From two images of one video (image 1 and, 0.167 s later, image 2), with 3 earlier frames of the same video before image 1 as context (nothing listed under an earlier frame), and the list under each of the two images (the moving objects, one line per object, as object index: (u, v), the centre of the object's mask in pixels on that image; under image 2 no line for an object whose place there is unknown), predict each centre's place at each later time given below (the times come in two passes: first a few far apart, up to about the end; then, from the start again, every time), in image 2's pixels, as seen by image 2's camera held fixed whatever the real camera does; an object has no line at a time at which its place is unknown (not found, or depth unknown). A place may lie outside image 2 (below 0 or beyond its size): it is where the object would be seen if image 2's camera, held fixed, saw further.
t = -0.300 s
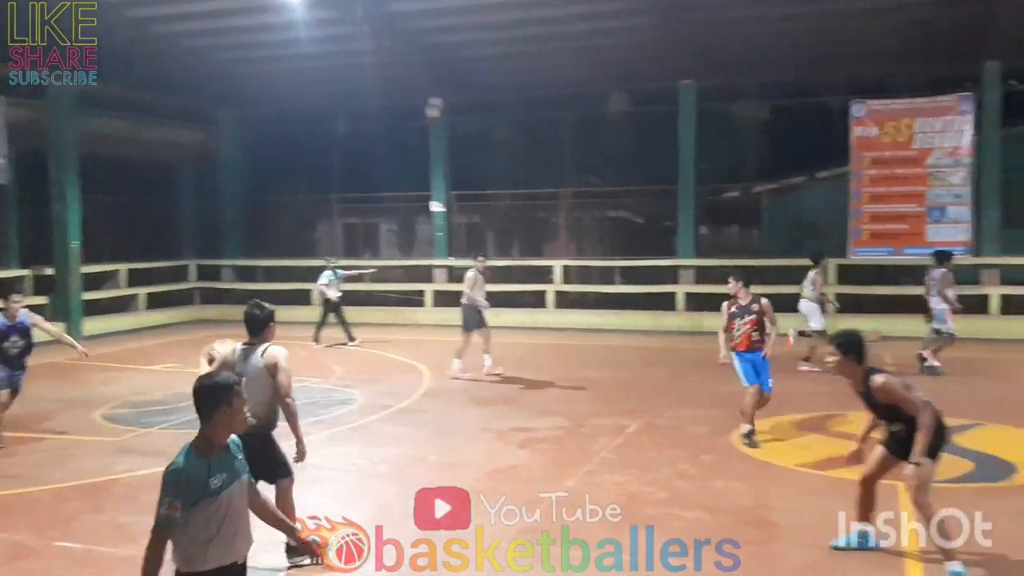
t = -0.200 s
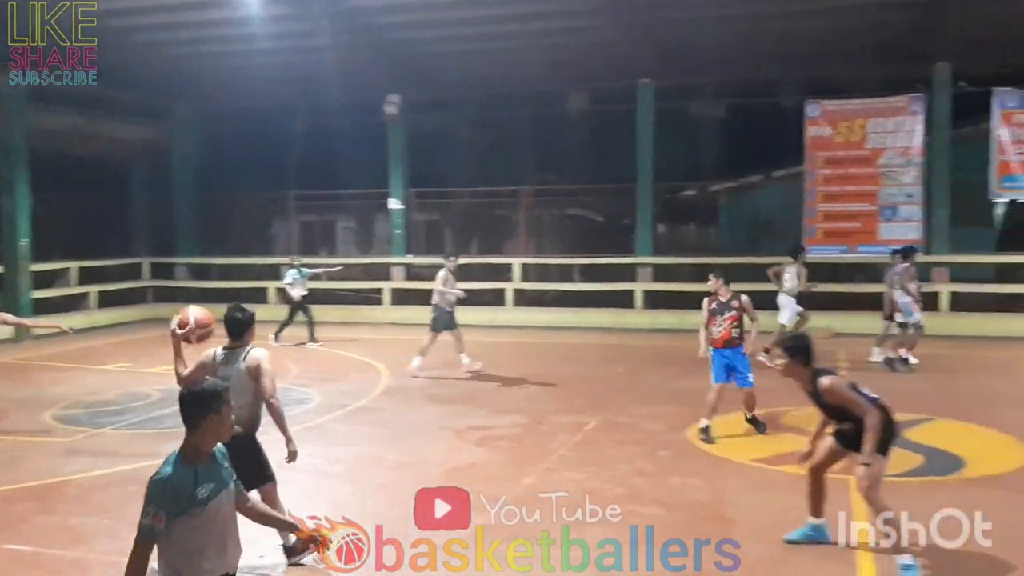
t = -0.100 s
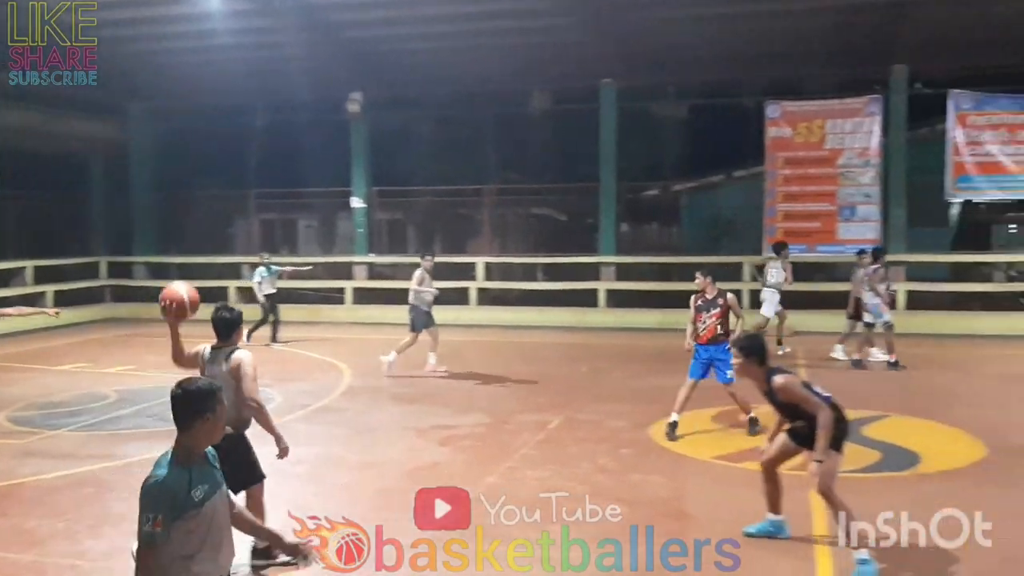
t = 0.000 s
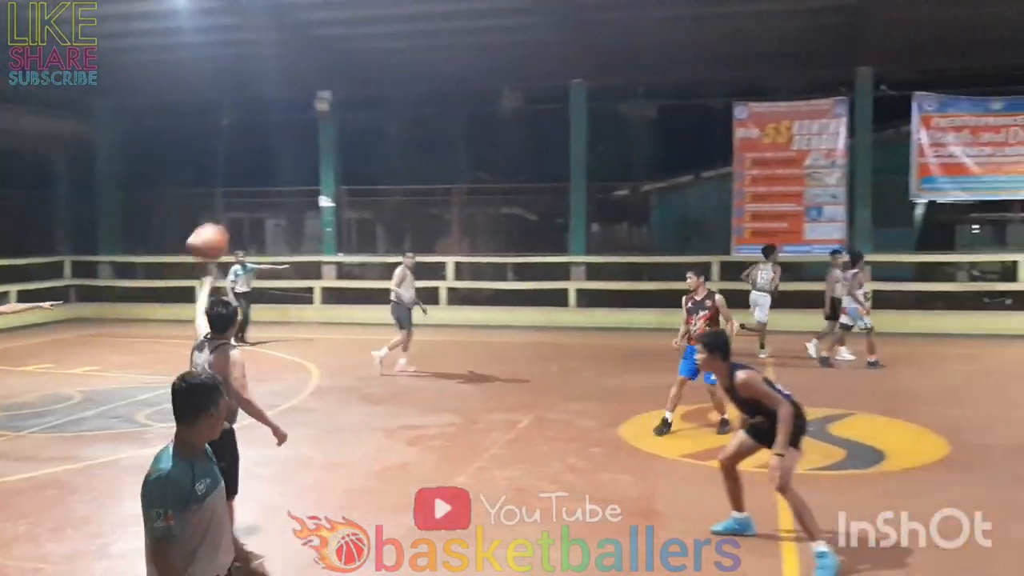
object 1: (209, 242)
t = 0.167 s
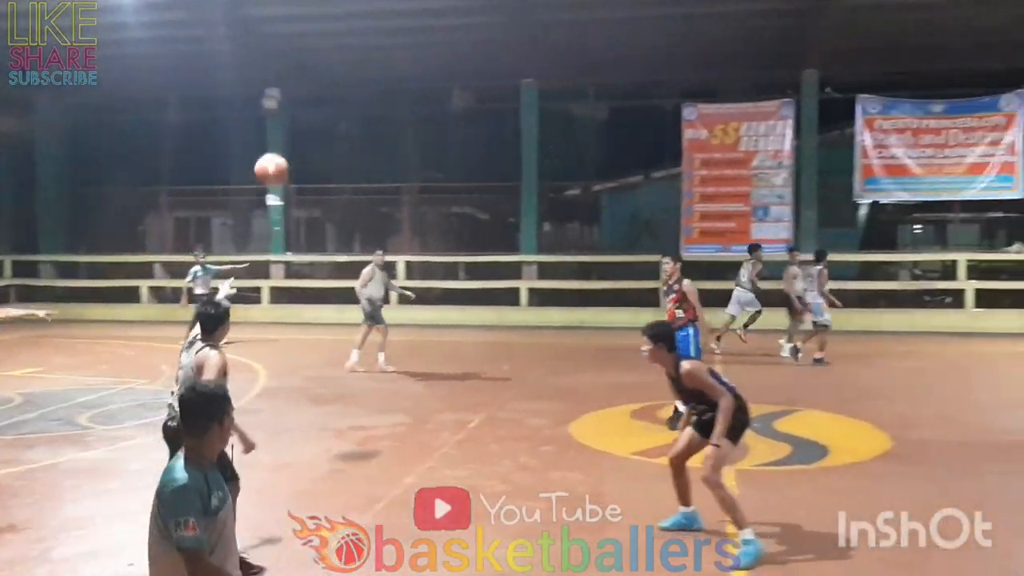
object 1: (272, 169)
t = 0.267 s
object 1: (325, 151)
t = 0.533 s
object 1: (431, 158)
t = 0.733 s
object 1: (486, 199)
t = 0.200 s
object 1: (290, 162)
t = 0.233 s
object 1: (309, 155)
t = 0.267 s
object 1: (325, 151)
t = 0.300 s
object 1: (342, 148)
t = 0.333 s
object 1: (356, 146)
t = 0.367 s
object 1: (371, 145)
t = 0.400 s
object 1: (385, 146)
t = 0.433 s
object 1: (398, 148)
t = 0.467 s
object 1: (409, 150)
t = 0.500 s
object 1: (420, 154)
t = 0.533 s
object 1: (431, 158)
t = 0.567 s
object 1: (441, 163)
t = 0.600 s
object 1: (451, 169)
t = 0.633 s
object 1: (460, 175)
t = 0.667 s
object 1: (469, 183)
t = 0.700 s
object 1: (477, 190)
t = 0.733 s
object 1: (486, 199)
